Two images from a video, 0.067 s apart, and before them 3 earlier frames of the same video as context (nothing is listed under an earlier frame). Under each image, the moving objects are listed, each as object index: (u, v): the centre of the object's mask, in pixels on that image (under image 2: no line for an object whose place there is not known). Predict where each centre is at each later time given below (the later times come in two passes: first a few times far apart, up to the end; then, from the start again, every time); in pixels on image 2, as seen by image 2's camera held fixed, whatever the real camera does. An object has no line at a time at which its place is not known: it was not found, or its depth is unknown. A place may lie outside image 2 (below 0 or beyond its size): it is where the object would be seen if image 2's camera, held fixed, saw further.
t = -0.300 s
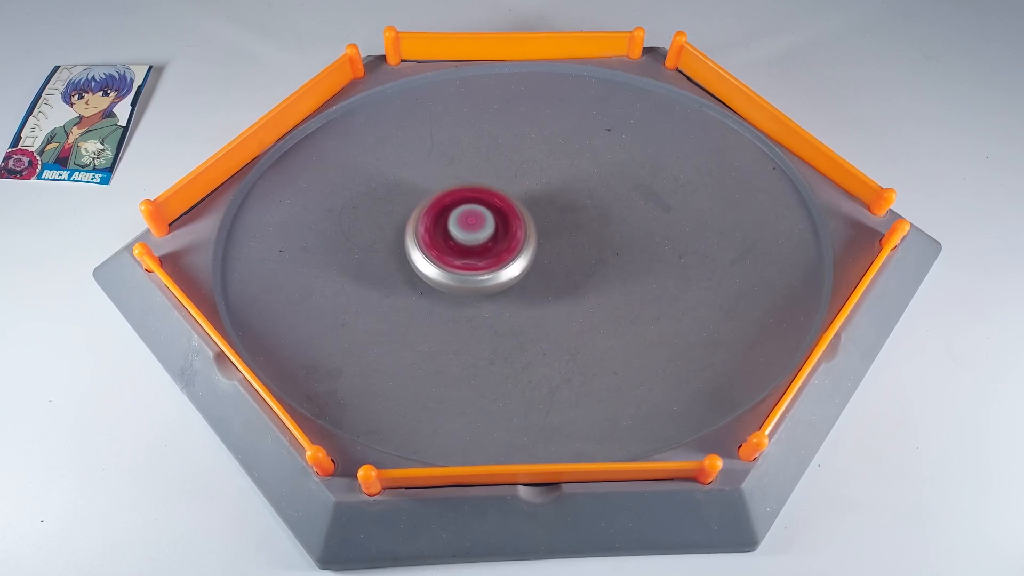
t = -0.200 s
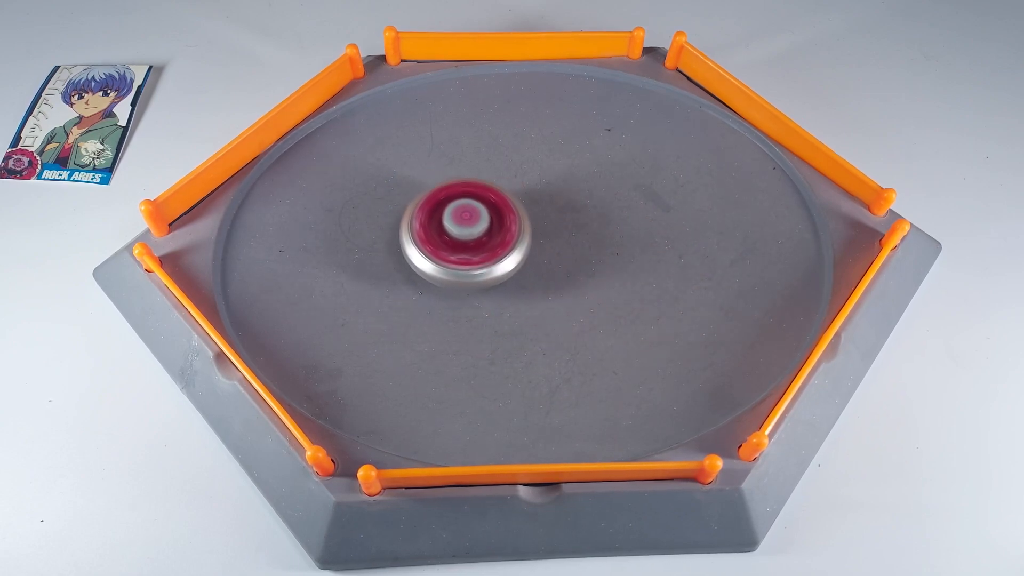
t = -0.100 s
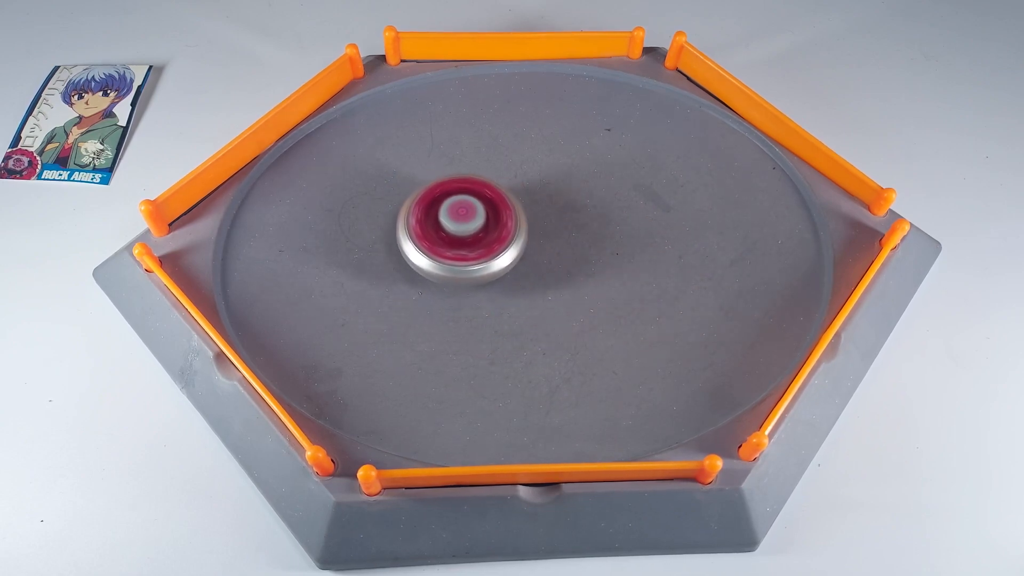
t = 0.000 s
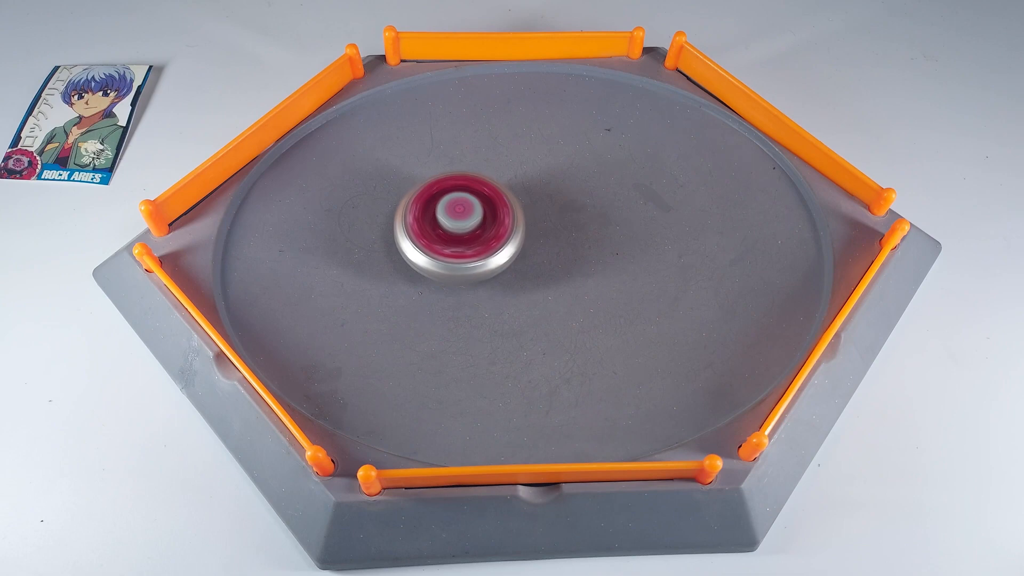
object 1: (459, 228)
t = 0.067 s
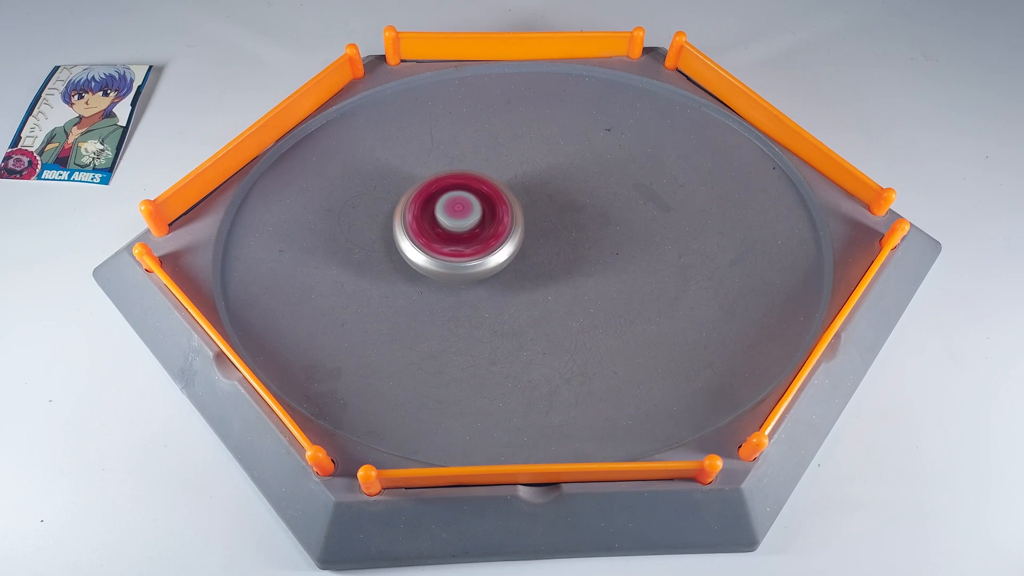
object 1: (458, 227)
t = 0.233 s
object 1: (459, 226)
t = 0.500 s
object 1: (466, 227)
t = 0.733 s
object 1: (479, 230)
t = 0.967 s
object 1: (488, 235)
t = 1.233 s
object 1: (494, 251)
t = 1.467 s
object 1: (498, 271)
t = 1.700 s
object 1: (509, 289)
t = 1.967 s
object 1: (525, 300)
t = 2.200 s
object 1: (538, 300)
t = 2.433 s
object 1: (539, 290)
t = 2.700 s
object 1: (525, 276)
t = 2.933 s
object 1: (503, 261)
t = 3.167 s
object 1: (483, 244)
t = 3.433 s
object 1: (466, 232)
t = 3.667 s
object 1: (457, 230)
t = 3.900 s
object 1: (453, 235)
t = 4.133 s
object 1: (462, 244)
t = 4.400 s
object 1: (476, 251)
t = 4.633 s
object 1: (488, 256)
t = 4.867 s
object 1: (490, 264)
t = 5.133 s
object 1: (491, 277)
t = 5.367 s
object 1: (498, 284)
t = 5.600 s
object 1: (506, 288)
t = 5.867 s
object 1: (512, 284)
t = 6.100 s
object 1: (505, 275)
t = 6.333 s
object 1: (492, 263)
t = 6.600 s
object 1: (480, 251)
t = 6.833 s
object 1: (468, 242)
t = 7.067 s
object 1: (459, 242)
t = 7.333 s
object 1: (462, 248)
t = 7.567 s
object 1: (471, 250)
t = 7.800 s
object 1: (477, 252)
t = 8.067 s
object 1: (481, 257)
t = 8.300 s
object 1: (481, 259)
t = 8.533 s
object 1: (480, 264)
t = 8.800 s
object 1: (480, 270)
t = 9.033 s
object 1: (480, 268)
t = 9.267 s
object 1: (475, 261)
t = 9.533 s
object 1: (463, 255)
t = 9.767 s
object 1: (461, 252)
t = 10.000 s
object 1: (461, 246)
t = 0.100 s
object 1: (458, 227)
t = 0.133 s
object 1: (458, 226)
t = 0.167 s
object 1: (458, 226)
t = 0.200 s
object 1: (459, 226)
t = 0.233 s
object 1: (459, 226)
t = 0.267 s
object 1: (459, 226)
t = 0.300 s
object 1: (459, 226)
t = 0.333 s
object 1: (460, 226)
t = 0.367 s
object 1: (461, 226)
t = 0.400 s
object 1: (462, 226)
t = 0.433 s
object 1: (463, 227)
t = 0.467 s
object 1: (465, 227)
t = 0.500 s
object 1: (466, 227)
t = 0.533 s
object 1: (468, 227)
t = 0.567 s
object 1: (470, 228)
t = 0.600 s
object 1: (472, 228)
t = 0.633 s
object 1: (474, 228)
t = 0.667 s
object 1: (476, 229)
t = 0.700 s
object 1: (477, 229)
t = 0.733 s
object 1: (479, 230)
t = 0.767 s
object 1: (480, 230)
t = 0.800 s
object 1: (481, 231)
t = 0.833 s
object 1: (482, 231)
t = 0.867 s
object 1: (483, 232)
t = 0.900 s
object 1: (485, 233)
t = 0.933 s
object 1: (486, 234)
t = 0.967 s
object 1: (488, 235)
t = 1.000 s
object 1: (489, 237)
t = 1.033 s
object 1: (490, 238)
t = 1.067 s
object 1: (491, 240)
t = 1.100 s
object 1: (492, 241)
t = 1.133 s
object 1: (493, 244)
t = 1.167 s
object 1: (494, 246)
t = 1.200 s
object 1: (494, 248)
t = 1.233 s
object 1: (494, 251)
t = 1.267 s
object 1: (495, 253)
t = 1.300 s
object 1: (495, 256)
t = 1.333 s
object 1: (496, 259)
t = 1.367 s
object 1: (496, 262)
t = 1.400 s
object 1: (497, 265)
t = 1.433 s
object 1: (498, 268)
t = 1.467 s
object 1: (498, 271)
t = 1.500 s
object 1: (499, 274)
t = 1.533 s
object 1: (500, 277)
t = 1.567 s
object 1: (501, 280)
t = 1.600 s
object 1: (502, 283)
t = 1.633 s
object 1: (504, 285)
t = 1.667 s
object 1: (507, 287)
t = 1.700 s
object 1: (509, 289)
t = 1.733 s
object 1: (511, 291)
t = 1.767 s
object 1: (513, 293)
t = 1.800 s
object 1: (515, 295)
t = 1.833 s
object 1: (517, 296)
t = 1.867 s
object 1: (519, 298)
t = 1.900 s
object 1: (522, 299)
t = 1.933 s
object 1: (523, 300)
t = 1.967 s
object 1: (525, 300)
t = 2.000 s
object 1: (527, 301)
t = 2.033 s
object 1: (529, 301)
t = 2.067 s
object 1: (531, 301)
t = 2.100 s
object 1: (533, 301)
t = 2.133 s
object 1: (535, 301)
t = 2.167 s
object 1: (537, 301)
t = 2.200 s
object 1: (538, 300)
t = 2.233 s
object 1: (540, 300)
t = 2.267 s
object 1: (541, 298)
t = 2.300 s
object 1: (541, 297)
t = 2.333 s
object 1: (541, 296)
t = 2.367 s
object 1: (541, 294)
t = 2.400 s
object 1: (541, 292)
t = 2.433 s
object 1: (539, 290)
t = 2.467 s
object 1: (538, 288)
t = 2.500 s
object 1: (537, 286)
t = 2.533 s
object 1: (536, 284)
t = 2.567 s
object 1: (534, 283)
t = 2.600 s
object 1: (532, 281)
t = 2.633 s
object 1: (530, 279)
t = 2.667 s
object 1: (528, 278)
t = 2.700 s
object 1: (525, 276)
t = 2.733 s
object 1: (522, 275)
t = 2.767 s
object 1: (519, 273)
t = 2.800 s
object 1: (515, 271)
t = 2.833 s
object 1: (512, 269)
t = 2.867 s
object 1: (509, 266)
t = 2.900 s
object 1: (506, 264)
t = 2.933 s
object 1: (503, 261)
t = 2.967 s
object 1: (499, 259)
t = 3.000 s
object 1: (496, 256)
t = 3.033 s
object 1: (494, 254)
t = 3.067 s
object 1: (491, 251)
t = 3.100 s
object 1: (488, 249)
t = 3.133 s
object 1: (486, 246)
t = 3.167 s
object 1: (483, 244)
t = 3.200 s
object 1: (481, 242)
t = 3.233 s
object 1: (479, 240)
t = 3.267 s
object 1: (476, 239)
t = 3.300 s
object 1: (474, 237)
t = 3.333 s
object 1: (472, 236)
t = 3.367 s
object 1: (470, 234)
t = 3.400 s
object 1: (468, 233)
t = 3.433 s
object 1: (466, 232)
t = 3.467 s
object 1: (465, 231)
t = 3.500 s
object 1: (463, 231)
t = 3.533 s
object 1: (462, 230)
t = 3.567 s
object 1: (461, 230)
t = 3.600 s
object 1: (460, 230)
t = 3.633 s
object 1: (458, 230)
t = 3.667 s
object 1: (457, 230)
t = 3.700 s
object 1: (455, 230)
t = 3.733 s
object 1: (455, 230)
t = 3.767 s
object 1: (454, 230)
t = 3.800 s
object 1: (454, 231)
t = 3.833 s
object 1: (453, 232)
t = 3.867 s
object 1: (453, 233)
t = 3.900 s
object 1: (453, 235)
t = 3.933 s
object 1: (454, 237)
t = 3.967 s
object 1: (455, 238)
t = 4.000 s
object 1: (456, 239)
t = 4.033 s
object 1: (457, 240)
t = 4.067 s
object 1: (458, 242)
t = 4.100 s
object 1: (460, 243)
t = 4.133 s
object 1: (462, 244)
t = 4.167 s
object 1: (463, 245)
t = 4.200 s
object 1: (465, 246)
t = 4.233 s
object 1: (467, 247)
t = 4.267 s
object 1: (469, 248)
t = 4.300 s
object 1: (471, 249)
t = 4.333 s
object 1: (473, 250)
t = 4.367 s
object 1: (474, 250)
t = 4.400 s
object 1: (476, 251)
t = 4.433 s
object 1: (479, 252)
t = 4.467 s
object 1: (480, 253)
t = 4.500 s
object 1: (482, 254)
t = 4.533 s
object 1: (484, 254)
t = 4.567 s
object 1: (485, 255)
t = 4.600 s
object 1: (487, 256)
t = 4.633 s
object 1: (488, 256)
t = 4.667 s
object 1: (488, 257)
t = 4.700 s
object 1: (488, 258)
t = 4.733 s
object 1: (489, 260)
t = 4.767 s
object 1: (489, 261)
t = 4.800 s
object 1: (489, 262)
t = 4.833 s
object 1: (490, 263)
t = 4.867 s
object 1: (490, 264)
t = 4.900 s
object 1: (490, 266)
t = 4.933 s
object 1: (490, 267)
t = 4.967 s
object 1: (490, 268)
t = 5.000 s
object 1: (490, 271)
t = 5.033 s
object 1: (489, 272)
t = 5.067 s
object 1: (490, 274)
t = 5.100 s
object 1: (490, 276)
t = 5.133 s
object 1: (491, 277)
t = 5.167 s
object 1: (491, 279)
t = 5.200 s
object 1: (493, 280)
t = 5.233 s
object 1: (494, 281)
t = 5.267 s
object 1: (495, 282)
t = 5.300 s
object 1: (496, 283)
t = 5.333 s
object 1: (497, 283)
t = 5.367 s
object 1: (498, 284)
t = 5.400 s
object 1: (499, 284)
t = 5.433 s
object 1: (500, 285)
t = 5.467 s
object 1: (501, 286)
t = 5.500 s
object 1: (502, 287)
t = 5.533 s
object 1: (504, 287)
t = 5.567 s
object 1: (505, 288)
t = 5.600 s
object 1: (506, 288)
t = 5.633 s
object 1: (507, 288)
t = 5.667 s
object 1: (509, 288)
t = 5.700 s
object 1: (509, 288)
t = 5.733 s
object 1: (510, 287)
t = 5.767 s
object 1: (510, 287)
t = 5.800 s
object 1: (511, 287)
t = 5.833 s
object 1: (512, 286)
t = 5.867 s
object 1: (512, 284)
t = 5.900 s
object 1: (512, 283)
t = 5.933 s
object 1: (512, 281)
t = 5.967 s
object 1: (511, 280)
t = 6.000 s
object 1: (510, 279)
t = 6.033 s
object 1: (508, 277)
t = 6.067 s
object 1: (507, 276)
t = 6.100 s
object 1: (505, 275)
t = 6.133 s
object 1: (503, 273)
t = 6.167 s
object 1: (501, 272)
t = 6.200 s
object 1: (499, 270)
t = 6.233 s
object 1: (498, 269)
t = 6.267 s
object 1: (496, 267)
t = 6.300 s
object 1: (494, 265)
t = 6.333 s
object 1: (492, 263)
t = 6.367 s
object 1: (491, 262)
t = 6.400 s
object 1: (489, 260)
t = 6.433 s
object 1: (488, 259)
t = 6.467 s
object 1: (486, 257)
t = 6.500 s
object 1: (484, 255)
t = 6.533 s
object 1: (483, 254)
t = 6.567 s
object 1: (481, 252)
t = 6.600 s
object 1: (480, 251)
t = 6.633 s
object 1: (478, 250)
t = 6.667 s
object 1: (476, 248)
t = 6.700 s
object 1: (474, 247)
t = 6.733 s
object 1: (472, 245)
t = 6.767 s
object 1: (471, 244)
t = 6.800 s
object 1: (469, 243)
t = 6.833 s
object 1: (468, 242)
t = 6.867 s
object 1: (466, 241)
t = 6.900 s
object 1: (465, 241)
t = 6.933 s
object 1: (463, 241)
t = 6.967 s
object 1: (462, 241)
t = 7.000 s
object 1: (461, 241)
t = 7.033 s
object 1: (460, 241)
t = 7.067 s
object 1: (459, 242)
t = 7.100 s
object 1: (459, 243)
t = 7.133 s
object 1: (459, 243)
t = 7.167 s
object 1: (459, 244)
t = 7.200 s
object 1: (459, 244)
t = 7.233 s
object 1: (460, 246)
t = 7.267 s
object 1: (460, 246)
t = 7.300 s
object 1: (461, 247)
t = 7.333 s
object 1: (462, 248)
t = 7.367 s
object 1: (463, 248)
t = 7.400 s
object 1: (465, 248)
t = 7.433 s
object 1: (466, 249)
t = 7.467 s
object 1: (467, 249)
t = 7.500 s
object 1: (468, 249)
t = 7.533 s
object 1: (470, 250)
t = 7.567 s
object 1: (471, 250)
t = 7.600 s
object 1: (472, 250)
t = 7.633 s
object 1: (473, 250)
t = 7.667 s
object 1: (474, 250)
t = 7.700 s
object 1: (474, 250)
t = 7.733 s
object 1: (476, 251)
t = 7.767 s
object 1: (477, 251)
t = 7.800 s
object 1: (477, 252)
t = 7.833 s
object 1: (478, 252)
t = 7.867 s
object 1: (479, 253)
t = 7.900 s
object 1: (479, 253)
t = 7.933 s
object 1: (480, 254)
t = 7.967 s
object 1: (480, 255)
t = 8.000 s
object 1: (481, 255)
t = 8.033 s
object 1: (481, 256)
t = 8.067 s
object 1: (481, 257)
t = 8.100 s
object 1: (481, 257)
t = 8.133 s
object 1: (481, 257)
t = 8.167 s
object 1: (481, 257)
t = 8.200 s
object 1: (481, 258)
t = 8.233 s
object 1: (481, 258)
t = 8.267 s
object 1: (481, 258)
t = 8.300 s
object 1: (481, 259)
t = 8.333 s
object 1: (481, 259)
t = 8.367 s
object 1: (481, 260)
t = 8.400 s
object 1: (481, 261)
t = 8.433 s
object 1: (481, 262)
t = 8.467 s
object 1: (481, 263)
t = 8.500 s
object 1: (480, 264)
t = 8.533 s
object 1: (480, 264)
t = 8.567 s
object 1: (480, 265)
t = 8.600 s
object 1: (480, 267)
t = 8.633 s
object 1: (480, 267)
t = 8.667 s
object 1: (480, 268)
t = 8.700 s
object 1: (480, 269)
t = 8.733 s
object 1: (480, 270)
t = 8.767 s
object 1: (480, 270)
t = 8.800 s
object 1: (480, 270)
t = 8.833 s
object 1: (480, 269)
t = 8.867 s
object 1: (480, 269)
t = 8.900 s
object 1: (480, 269)
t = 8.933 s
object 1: (480, 269)
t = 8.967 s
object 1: (480, 269)
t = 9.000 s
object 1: (480, 268)
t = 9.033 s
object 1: (480, 268)
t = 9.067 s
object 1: (480, 267)
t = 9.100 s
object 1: (479, 267)
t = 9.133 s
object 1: (479, 266)
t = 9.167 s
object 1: (478, 265)
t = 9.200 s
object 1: (477, 264)
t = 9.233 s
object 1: (476, 263)
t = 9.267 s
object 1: (475, 261)
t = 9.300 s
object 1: (473, 260)
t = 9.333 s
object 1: (472, 259)
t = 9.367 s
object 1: (471, 258)
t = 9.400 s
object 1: (469, 257)
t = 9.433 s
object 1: (467, 256)
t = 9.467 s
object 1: (465, 255)
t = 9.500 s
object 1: (464, 255)
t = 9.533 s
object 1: (463, 255)
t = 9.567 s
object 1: (462, 254)
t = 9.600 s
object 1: (461, 253)
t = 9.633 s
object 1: (460, 253)
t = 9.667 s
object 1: (460, 253)
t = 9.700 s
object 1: (460, 252)
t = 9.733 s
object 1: (460, 252)
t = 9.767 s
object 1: (461, 252)
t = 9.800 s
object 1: (461, 251)
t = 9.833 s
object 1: (462, 249)
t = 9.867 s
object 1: (462, 249)
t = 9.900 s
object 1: (462, 248)
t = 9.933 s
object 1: (462, 247)
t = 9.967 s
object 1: (461, 247)
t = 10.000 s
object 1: (461, 246)
